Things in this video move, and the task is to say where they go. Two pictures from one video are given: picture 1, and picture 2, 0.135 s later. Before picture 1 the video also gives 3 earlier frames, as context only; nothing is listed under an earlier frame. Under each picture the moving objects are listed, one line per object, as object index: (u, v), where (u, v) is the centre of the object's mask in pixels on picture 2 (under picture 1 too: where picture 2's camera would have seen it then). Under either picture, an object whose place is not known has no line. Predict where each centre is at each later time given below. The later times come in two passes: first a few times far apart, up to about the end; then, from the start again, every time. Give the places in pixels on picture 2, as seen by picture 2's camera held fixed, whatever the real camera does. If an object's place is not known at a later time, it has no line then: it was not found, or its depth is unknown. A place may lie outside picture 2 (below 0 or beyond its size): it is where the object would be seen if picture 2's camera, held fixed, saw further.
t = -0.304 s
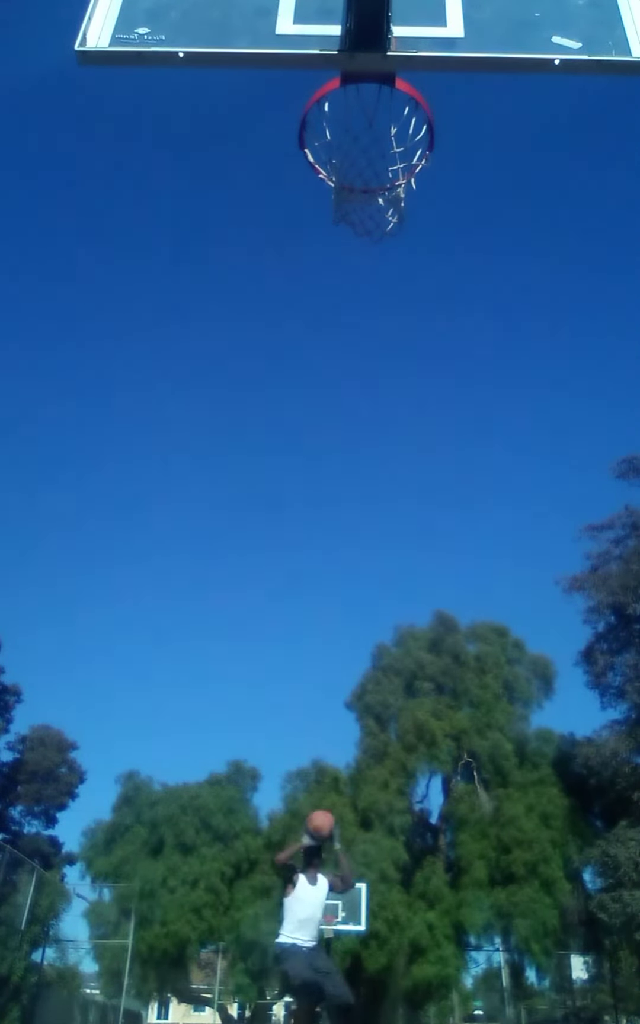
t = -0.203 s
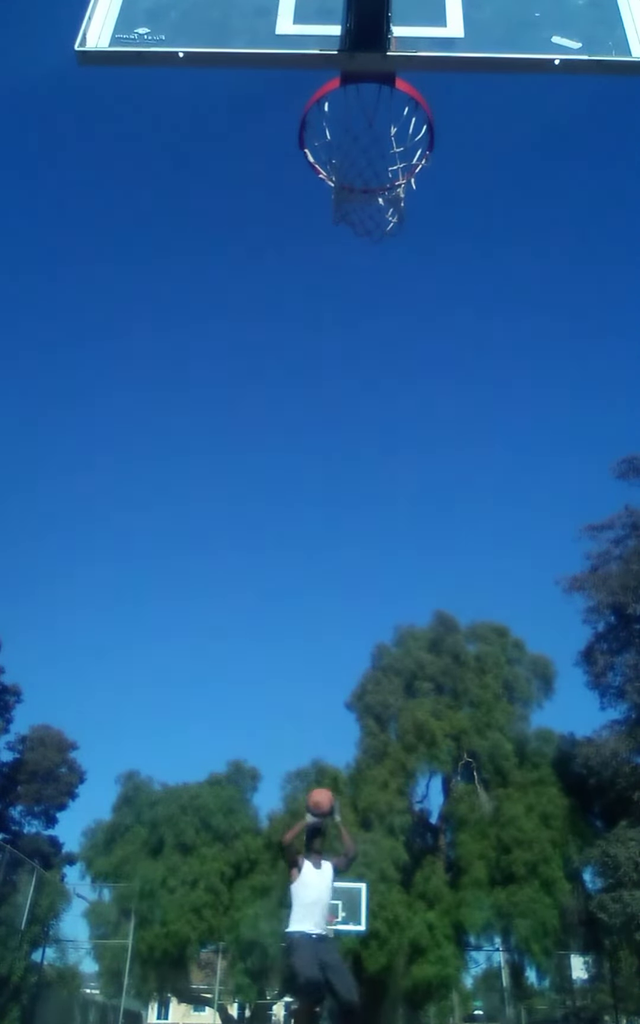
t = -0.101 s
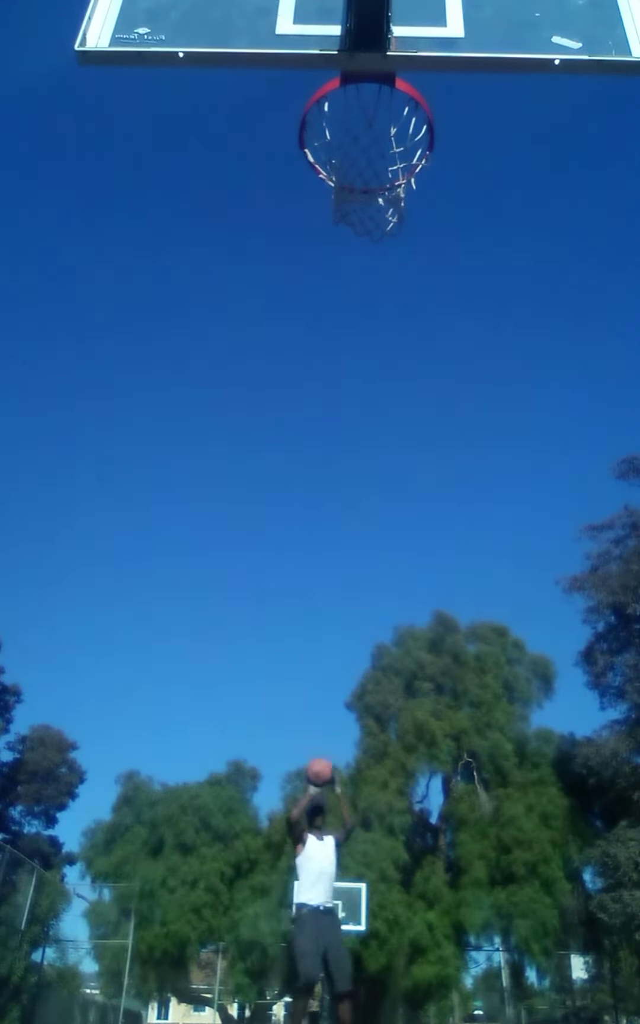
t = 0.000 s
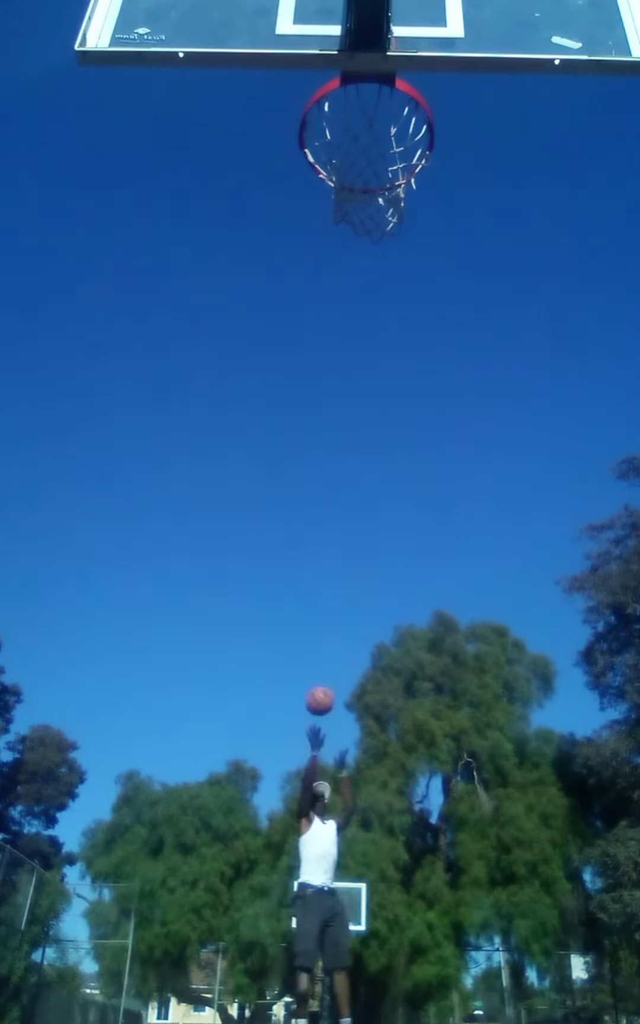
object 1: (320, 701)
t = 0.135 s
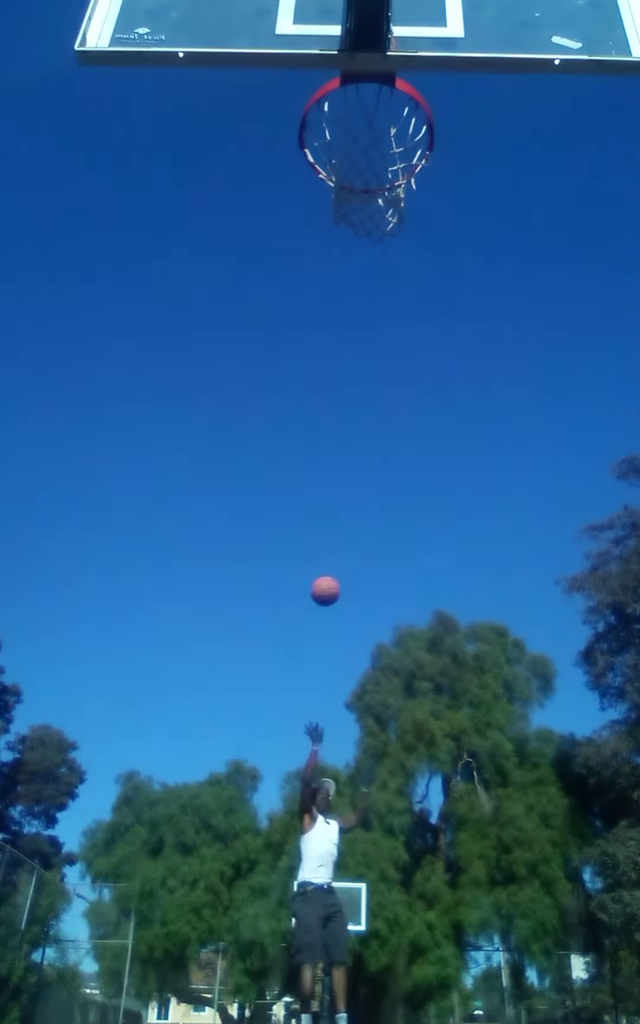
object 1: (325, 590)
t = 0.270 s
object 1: (331, 494)
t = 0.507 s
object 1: (339, 352)
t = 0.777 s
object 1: (349, 224)
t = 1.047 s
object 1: (369, 124)
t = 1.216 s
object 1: (367, 125)
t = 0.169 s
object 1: (327, 565)
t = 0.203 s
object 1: (328, 541)
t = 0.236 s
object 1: (330, 516)
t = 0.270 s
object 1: (331, 494)
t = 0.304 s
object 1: (332, 471)
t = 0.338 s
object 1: (333, 450)
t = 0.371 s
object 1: (334, 429)
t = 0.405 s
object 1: (335, 409)
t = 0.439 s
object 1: (336, 389)
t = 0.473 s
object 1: (338, 370)
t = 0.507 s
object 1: (339, 352)
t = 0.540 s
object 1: (340, 334)
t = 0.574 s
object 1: (342, 317)
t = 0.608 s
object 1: (343, 300)
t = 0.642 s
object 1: (344, 284)
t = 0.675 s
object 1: (345, 268)
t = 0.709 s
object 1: (346, 253)
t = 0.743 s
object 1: (348, 238)
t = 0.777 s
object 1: (349, 224)
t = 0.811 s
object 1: (351, 212)
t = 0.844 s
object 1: (354, 198)
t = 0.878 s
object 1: (356, 183)
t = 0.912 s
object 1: (358, 172)
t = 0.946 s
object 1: (360, 162)
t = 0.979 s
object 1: (363, 148)
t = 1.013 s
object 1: (365, 135)
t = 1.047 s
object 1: (369, 124)
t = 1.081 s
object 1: (370, 119)
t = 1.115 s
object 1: (371, 119)
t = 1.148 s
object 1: (370, 113)
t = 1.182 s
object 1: (368, 118)
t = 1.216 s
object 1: (367, 125)
